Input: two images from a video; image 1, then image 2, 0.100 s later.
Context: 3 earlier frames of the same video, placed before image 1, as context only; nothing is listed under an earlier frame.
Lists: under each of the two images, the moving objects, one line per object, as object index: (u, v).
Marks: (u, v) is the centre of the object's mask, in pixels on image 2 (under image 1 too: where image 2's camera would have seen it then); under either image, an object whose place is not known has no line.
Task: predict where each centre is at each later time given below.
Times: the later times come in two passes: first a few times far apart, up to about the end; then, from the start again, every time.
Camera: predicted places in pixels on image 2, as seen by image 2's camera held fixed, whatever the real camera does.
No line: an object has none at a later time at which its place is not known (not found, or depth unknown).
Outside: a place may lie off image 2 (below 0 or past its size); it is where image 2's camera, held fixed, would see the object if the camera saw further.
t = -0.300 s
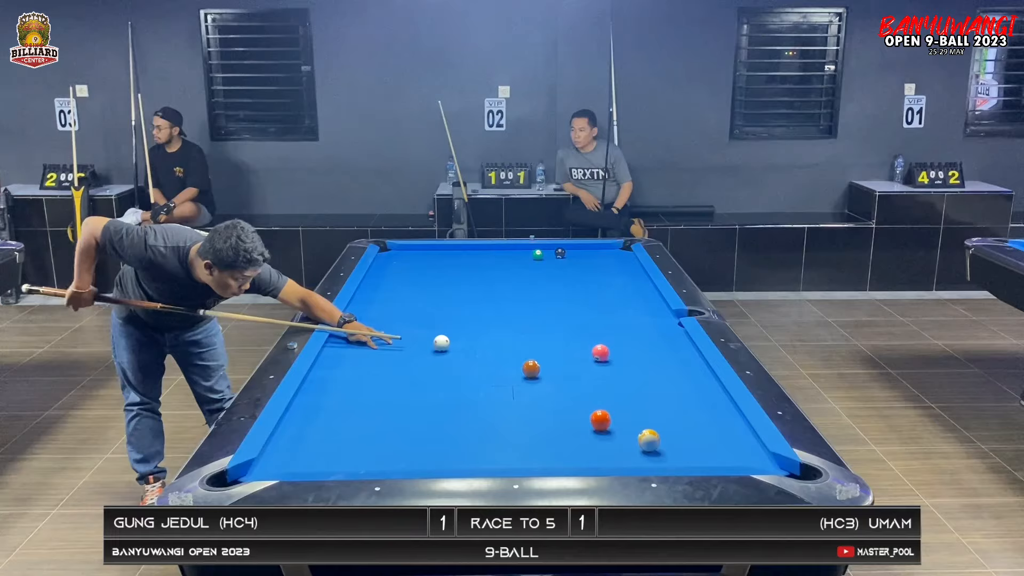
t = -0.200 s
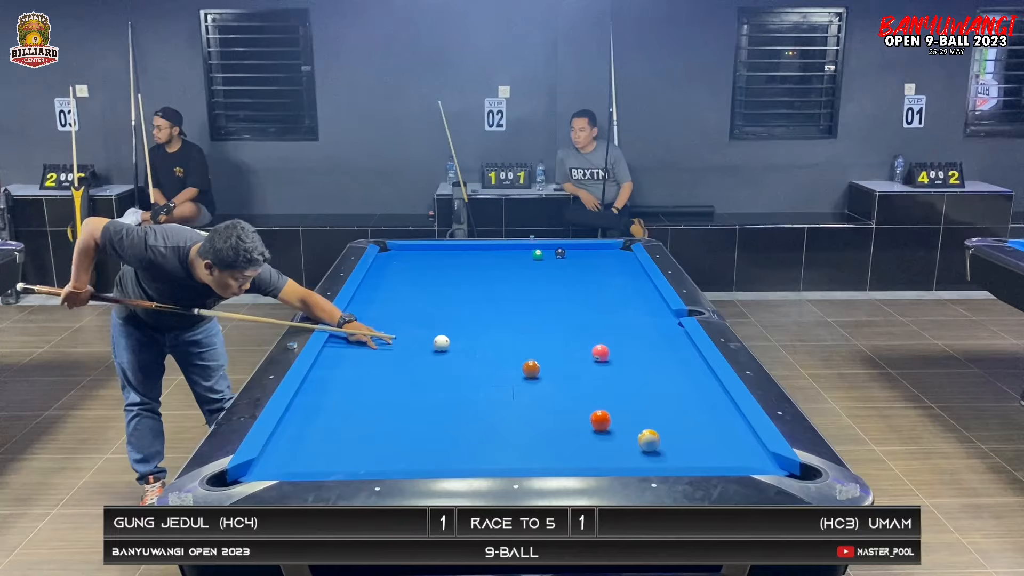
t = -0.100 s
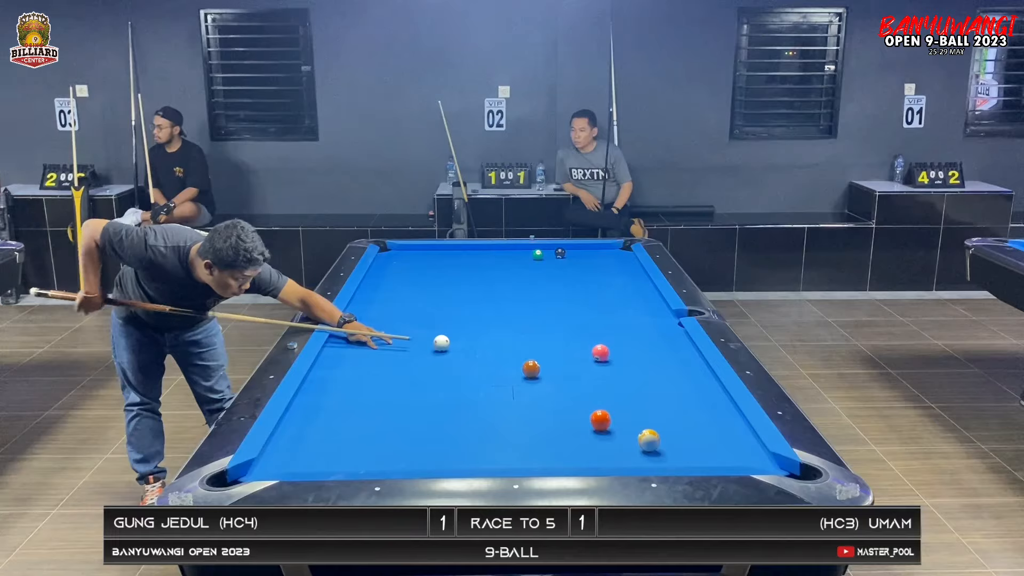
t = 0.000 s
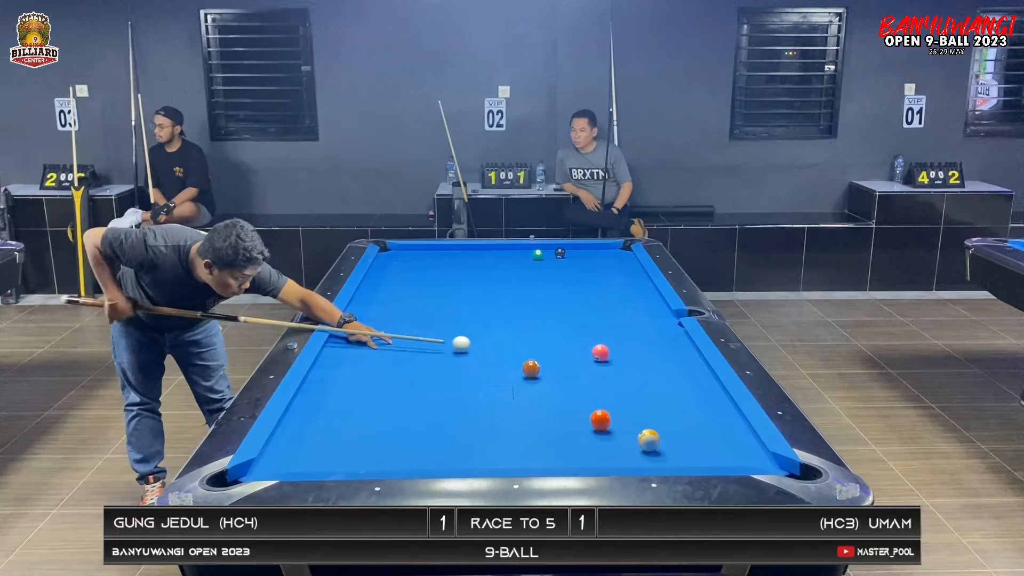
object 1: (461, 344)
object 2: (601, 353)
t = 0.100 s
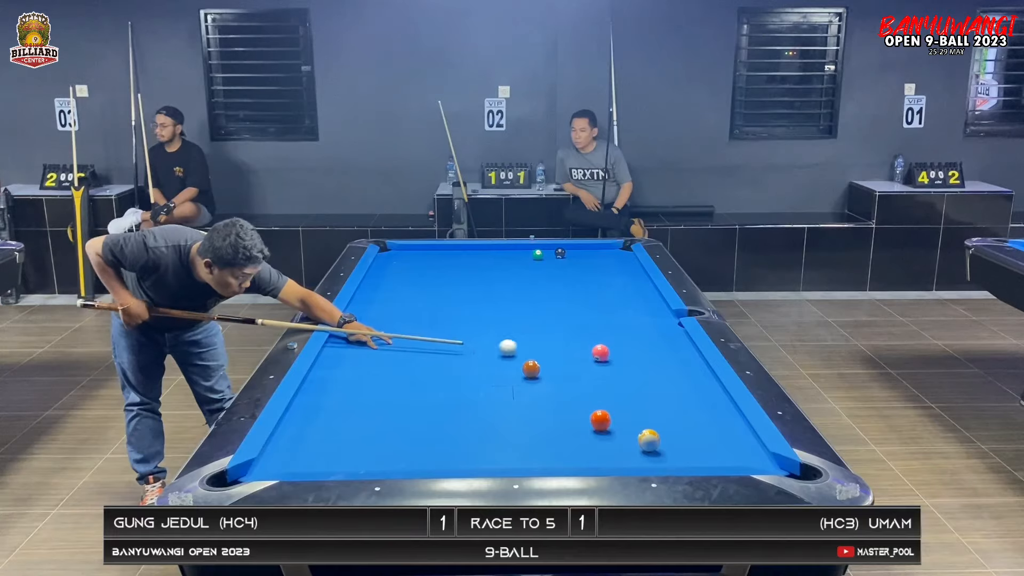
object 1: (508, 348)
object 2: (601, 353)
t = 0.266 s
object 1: (582, 353)
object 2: (601, 352)
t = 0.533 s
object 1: (612, 365)
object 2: (684, 350)
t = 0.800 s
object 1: (650, 378)
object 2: (655, 350)
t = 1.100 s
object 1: (693, 392)
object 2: (613, 350)
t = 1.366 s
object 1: (722, 404)
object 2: (577, 349)
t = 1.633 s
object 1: (709, 411)
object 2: (543, 349)
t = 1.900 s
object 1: (698, 419)
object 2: (510, 350)
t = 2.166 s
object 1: (687, 426)
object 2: (480, 350)
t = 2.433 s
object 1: (676, 432)
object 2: (450, 350)
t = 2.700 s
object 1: (668, 438)
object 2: (422, 351)
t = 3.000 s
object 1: (669, 441)
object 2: (393, 351)
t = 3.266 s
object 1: (670, 443)
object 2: (368, 351)
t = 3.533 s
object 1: (670, 443)
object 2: (344, 352)
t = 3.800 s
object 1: (670, 443)
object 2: (331, 352)
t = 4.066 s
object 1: (670, 443)
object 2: (343, 352)
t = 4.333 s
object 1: (670, 443)
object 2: (354, 352)
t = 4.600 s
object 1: (670, 443)
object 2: (362, 352)
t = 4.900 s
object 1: (670, 443)
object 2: (369, 352)
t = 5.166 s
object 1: (670, 443)
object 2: (374, 352)
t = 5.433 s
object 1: (670, 443)
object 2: (378, 353)
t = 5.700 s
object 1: (670, 443)
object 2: (379, 353)
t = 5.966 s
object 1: (670, 443)
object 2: (380, 353)
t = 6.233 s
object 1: (670, 443)
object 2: (380, 353)
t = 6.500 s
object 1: (670, 443)
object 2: (380, 353)
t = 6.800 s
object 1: (670, 443)
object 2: (380, 353)
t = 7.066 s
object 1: (670, 443)
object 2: (380, 353)
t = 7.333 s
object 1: (670, 443)
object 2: (380, 353)
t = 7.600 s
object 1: (670, 443)
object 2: (380, 353)
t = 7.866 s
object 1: (670, 443)
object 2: (380, 353)
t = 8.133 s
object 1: (670, 443)
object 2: (380, 353)
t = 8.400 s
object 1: (670, 443)
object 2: (380, 353)
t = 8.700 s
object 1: (670, 443)
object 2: (380, 353)
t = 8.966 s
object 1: (670, 443)
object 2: (380, 353)
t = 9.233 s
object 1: (670, 443)
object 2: (380, 353)
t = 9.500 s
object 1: (670, 443)
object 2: (380, 353)
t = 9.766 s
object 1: (670, 443)
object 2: (380, 353)
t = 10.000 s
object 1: (670, 443)
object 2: (380, 353)
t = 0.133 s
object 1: (522, 349)
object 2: (601, 353)
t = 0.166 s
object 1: (537, 350)
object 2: (601, 353)
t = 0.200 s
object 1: (552, 351)
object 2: (601, 353)
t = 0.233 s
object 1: (567, 352)
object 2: (601, 352)
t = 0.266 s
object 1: (582, 353)
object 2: (601, 352)
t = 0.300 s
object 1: (584, 355)
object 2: (612, 352)
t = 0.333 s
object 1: (587, 356)
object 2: (624, 352)
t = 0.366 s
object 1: (590, 358)
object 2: (636, 352)
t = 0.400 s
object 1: (593, 359)
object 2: (647, 351)
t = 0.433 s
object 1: (598, 361)
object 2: (657, 351)
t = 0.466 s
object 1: (603, 362)
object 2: (666, 351)
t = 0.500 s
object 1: (607, 364)
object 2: (675, 351)
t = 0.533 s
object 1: (612, 365)
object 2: (684, 350)
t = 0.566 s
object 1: (617, 367)
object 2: (691, 350)
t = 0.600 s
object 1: (621, 368)
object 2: (685, 350)
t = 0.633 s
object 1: (626, 370)
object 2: (680, 350)
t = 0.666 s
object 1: (630, 371)
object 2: (675, 350)
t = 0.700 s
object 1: (635, 373)
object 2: (670, 350)
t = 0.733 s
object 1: (640, 375)
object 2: (665, 350)
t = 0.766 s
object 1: (645, 376)
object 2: (660, 350)
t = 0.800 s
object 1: (650, 378)
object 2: (655, 350)
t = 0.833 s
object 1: (655, 379)
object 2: (650, 350)
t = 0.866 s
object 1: (659, 381)
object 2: (646, 350)
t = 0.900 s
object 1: (664, 382)
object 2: (641, 350)
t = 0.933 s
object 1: (669, 384)
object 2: (636, 350)
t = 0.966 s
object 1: (674, 386)
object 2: (631, 350)
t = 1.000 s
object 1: (679, 387)
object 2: (626, 350)
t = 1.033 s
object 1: (684, 389)
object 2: (622, 350)
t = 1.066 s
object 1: (688, 390)
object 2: (617, 350)
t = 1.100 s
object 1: (693, 392)
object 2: (613, 350)
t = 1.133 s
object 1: (698, 394)
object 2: (608, 350)
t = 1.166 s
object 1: (704, 395)
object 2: (603, 349)
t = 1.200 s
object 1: (709, 397)
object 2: (599, 350)
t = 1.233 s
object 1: (714, 398)
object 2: (595, 350)
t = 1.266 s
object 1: (719, 400)
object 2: (590, 349)
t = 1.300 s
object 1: (724, 402)
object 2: (586, 349)
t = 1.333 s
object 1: (723, 403)
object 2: (581, 349)
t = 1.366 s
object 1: (722, 404)
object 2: (577, 349)
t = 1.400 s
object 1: (720, 405)
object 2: (573, 349)
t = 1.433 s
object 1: (719, 406)
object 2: (569, 349)
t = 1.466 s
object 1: (717, 407)
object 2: (564, 349)
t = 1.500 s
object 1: (716, 408)
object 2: (560, 349)
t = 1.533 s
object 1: (714, 409)
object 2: (555, 349)
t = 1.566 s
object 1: (713, 409)
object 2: (551, 349)
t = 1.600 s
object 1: (711, 410)
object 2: (547, 349)
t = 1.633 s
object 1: (709, 411)
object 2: (543, 349)
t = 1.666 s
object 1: (708, 412)
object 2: (539, 349)
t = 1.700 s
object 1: (707, 414)
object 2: (535, 349)
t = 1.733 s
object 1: (705, 414)
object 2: (530, 349)
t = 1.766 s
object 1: (704, 415)
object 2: (527, 350)
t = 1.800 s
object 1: (702, 416)
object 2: (522, 349)
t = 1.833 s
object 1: (701, 417)
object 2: (518, 350)
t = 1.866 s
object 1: (699, 418)
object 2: (514, 350)
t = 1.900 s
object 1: (698, 419)
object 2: (510, 350)
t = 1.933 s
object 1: (696, 420)
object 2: (506, 350)
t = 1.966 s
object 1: (695, 421)
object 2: (503, 350)
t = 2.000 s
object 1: (694, 422)
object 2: (499, 350)
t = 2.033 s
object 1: (692, 422)
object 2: (495, 350)
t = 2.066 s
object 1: (691, 423)
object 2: (491, 350)
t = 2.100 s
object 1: (689, 424)
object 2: (487, 350)
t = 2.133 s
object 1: (688, 425)
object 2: (484, 350)
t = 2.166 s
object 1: (687, 426)
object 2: (480, 350)
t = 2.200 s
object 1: (686, 427)
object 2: (476, 350)
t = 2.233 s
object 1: (684, 428)
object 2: (472, 350)
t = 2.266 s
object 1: (683, 428)
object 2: (469, 350)
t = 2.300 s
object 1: (682, 429)
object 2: (465, 350)
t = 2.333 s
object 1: (680, 430)
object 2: (461, 350)
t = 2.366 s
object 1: (679, 431)
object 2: (458, 350)
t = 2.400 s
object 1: (678, 432)
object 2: (454, 350)
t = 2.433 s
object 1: (676, 432)
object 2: (450, 350)
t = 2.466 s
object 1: (675, 433)
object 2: (447, 350)
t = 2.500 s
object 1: (674, 434)
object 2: (443, 350)
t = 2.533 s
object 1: (672, 435)
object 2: (440, 351)
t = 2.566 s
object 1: (671, 436)
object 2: (436, 351)
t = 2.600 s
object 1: (669, 436)
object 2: (433, 351)
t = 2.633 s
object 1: (669, 437)
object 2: (429, 351)
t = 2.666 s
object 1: (668, 438)
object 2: (426, 351)
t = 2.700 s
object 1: (668, 438)
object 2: (422, 351)
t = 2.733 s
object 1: (668, 438)
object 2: (419, 351)
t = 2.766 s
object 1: (668, 439)
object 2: (415, 351)
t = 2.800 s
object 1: (668, 439)
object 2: (412, 351)
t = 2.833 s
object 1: (669, 440)
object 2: (409, 351)
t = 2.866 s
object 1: (669, 439)
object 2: (406, 351)
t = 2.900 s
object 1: (669, 440)
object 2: (402, 351)
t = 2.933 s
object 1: (669, 440)
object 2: (399, 351)
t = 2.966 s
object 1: (669, 441)
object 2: (396, 351)
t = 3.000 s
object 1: (669, 441)
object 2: (393, 351)
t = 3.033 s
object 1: (669, 441)
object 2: (389, 351)
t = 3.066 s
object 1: (669, 441)
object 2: (386, 351)
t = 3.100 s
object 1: (669, 442)
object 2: (383, 352)
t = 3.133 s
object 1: (669, 442)
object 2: (380, 352)
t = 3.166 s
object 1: (669, 442)
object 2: (377, 352)
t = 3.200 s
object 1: (669, 442)
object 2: (374, 352)
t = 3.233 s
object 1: (669, 442)
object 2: (371, 352)
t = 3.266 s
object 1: (670, 443)
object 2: (368, 351)
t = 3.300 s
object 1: (670, 442)
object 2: (365, 352)
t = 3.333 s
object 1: (669, 443)
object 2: (362, 352)
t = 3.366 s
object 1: (670, 443)
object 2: (359, 352)
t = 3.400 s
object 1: (670, 443)
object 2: (356, 352)
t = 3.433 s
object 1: (670, 443)
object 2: (353, 352)
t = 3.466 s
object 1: (670, 443)
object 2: (350, 352)
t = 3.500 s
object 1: (670, 443)
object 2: (347, 352)
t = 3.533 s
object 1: (670, 443)
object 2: (344, 352)
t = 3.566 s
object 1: (670, 443)
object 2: (341, 352)
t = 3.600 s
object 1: (670, 443)
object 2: (338, 352)
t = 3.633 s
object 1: (670, 443)
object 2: (336, 352)
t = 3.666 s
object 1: (670, 443)
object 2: (333, 352)
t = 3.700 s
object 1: (670, 443)
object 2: (330, 352)
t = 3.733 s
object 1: (670, 443)
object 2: (328, 352)
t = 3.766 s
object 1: (670, 443)
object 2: (329, 352)
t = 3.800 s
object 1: (670, 443)
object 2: (331, 352)
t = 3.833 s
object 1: (670, 443)
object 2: (333, 352)
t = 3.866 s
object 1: (670, 443)
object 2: (334, 352)
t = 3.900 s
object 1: (670, 443)
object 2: (336, 352)
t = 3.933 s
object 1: (670, 443)
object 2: (337, 352)
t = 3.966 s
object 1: (670, 443)
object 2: (339, 352)
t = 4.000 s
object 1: (670, 443)
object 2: (340, 352)
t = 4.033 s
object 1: (670, 443)
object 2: (342, 352)
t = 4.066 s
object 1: (670, 443)
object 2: (343, 352)
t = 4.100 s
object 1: (670, 443)
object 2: (345, 352)
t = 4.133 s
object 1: (670, 443)
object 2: (346, 352)
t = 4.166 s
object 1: (670, 443)
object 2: (347, 352)
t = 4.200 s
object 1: (670, 443)
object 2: (349, 352)
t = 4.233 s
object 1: (670, 443)
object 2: (350, 352)
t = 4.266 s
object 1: (670, 443)
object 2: (351, 352)
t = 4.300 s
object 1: (670, 443)
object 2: (352, 352)
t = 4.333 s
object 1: (670, 443)
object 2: (354, 352)
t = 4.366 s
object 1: (670, 443)
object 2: (354, 352)
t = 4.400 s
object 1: (670, 443)
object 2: (356, 352)
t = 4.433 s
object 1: (670, 443)
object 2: (357, 352)
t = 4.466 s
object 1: (670, 443)
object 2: (358, 352)
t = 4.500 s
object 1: (670, 443)
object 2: (359, 352)
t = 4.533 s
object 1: (670, 443)
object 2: (360, 352)
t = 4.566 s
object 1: (670, 443)
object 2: (361, 352)
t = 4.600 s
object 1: (670, 443)
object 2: (362, 352)
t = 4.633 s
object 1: (670, 443)
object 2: (363, 352)
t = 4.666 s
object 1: (670, 443)
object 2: (364, 352)
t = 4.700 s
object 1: (670, 443)
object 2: (364, 352)
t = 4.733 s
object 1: (670, 443)
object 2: (366, 352)
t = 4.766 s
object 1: (670, 443)
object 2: (366, 352)
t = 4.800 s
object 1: (670, 443)
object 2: (367, 352)
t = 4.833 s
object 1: (670, 443)
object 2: (368, 352)
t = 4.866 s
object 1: (670, 443)
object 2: (369, 352)
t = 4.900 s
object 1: (670, 443)
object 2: (369, 352)
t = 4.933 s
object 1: (670, 443)
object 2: (370, 352)
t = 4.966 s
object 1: (670, 443)
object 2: (371, 352)
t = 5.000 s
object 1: (670, 443)
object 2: (371, 352)
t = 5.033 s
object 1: (670, 443)
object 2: (372, 352)
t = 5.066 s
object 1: (670, 443)
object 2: (373, 352)
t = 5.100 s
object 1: (670, 443)
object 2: (373, 352)
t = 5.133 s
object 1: (670, 443)
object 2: (374, 352)
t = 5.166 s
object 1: (670, 443)
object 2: (374, 352)
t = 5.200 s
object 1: (670, 443)
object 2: (375, 353)
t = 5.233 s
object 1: (670, 443)
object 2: (375, 353)
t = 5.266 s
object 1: (670, 443)
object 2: (376, 353)
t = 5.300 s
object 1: (670, 443)
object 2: (377, 352)
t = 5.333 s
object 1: (670, 443)
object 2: (377, 353)
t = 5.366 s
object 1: (670, 443)
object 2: (377, 353)
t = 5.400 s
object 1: (670, 443)
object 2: (377, 353)
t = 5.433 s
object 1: (670, 443)
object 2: (378, 353)
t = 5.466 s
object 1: (670, 443)
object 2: (378, 353)
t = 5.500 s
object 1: (670, 443)
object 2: (378, 353)
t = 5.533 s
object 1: (670, 443)
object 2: (379, 353)
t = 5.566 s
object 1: (670, 443)
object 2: (379, 353)
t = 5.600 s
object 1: (670, 443)
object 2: (379, 353)
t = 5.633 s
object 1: (670, 443)
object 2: (379, 353)
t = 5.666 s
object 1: (670, 443)
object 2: (379, 353)
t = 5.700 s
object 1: (670, 443)
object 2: (379, 353)
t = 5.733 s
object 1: (670, 443)
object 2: (379, 353)
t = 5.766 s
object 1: (670, 443)
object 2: (380, 353)
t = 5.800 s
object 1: (670, 443)
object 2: (380, 353)
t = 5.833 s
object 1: (670, 443)
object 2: (380, 353)
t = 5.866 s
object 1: (670, 443)
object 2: (380, 353)
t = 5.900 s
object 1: (670, 443)
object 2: (380, 353)
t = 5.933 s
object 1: (670, 443)
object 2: (380, 353)
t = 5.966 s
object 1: (670, 443)
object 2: (380, 353)
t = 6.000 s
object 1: (670, 443)
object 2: (380, 353)
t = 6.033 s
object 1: (670, 443)
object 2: (380, 353)
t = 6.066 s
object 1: (670, 443)
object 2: (380, 353)
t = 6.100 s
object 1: (670, 443)
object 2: (380, 353)
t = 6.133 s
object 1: (670, 443)
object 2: (380, 353)
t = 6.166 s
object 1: (670, 443)
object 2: (380, 353)
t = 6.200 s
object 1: (670, 443)
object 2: (380, 353)
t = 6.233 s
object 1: (670, 443)
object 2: (380, 353)
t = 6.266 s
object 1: (670, 443)
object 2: (380, 353)
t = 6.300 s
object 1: (670, 443)
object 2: (380, 353)
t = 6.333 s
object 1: (670, 443)
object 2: (380, 353)
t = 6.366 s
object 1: (670, 443)
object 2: (380, 353)
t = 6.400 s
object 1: (670, 443)
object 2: (380, 353)
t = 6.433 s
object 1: (670, 443)
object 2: (380, 353)
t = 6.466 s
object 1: (670, 443)
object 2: (380, 353)
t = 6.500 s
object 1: (670, 443)
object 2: (380, 353)
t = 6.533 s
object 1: (670, 443)
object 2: (380, 353)
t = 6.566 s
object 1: (670, 443)
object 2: (380, 353)
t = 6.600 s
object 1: (670, 443)
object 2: (380, 353)
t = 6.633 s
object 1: (670, 443)
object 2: (380, 353)
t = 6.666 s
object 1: (670, 443)
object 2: (380, 353)
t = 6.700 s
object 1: (670, 443)
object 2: (380, 353)
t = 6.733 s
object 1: (670, 443)
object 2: (380, 353)
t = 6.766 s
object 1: (670, 443)
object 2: (380, 353)
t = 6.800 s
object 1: (670, 443)
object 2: (380, 353)
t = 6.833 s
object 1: (670, 443)
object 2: (380, 353)
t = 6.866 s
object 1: (670, 443)
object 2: (380, 353)
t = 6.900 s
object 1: (670, 443)
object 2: (380, 353)
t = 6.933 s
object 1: (670, 443)
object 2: (380, 353)
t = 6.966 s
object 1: (670, 443)
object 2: (380, 353)
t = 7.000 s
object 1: (670, 443)
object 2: (380, 353)
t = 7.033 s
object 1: (670, 443)
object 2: (380, 353)
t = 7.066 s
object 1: (670, 443)
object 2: (380, 353)
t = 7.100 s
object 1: (670, 443)
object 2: (380, 353)
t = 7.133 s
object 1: (670, 443)
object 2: (380, 353)
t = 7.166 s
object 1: (670, 443)
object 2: (380, 353)
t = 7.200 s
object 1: (670, 443)
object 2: (380, 353)
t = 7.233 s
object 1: (670, 443)
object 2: (380, 353)
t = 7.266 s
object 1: (670, 443)
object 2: (380, 353)
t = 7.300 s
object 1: (670, 443)
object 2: (380, 353)
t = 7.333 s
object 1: (670, 443)
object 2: (380, 353)
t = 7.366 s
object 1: (670, 443)
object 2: (380, 353)
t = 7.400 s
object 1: (670, 443)
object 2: (380, 353)
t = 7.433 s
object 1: (670, 443)
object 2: (380, 353)
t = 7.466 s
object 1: (670, 443)
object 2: (380, 353)
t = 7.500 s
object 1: (670, 443)
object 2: (380, 353)
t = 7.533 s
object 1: (670, 443)
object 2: (380, 353)
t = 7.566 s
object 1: (670, 443)
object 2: (380, 353)
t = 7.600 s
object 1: (670, 443)
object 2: (380, 353)
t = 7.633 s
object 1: (670, 443)
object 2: (380, 353)
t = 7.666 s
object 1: (670, 443)
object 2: (380, 353)
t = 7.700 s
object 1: (670, 443)
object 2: (380, 353)
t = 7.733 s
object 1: (670, 443)
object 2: (380, 353)
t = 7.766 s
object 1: (670, 443)
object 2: (380, 353)
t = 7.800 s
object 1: (670, 443)
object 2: (380, 353)
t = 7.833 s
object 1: (670, 443)
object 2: (380, 353)
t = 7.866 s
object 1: (670, 443)
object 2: (380, 353)
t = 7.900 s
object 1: (670, 443)
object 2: (380, 353)
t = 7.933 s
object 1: (670, 443)
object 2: (380, 353)
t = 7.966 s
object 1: (670, 443)
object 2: (380, 353)
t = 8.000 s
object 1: (670, 443)
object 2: (380, 353)
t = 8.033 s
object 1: (670, 443)
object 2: (380, 353)
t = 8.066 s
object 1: (670, 443)
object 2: (380, 353)
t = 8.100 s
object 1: (670, 443)
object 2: (380, 353)
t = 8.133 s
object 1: (670, 443)
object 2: (380, 353)
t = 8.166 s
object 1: (670, 443)
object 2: (380, 353)
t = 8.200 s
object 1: (670, 443)
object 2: (380, 353)
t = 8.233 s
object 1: (670, 443)
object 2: (380, 353)
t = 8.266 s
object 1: (670, 443)
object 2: (380, 353)
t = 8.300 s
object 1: (670, 443)
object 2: (380, 353)
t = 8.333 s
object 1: (670, 443)
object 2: (380, 353)
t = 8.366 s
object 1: (670, 443)
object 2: (380, 353)
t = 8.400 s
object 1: (670, 443)
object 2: (380, 353)
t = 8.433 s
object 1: (670, 443)
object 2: (380, 353)
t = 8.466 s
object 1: (670, 443)
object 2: (380, 353)
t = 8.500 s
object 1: (670, 443)
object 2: (380, 353)
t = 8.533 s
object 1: (670, 443)
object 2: (380, 353)
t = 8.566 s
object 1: (670, 443)
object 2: (380, 353)
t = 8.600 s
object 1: (670, 443)
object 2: (380, 353)
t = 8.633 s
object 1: (670, 443)
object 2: (380, 353)
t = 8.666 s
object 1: (670, 443)
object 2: (380, 353)
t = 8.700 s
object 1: (670, 443)
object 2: (380, 353)
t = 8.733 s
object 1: (670, 443)
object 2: (380, 353)
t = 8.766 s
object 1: (670, 443)
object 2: (380, 353)
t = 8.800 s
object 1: (670, 443)
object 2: (380, 353)
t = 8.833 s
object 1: (670, 443)
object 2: (380, 353)
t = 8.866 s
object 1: (670, 443)
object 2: (380, 353)
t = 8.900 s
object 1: (670, 443)
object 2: (380, 353)
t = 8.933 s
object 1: (670, 443)
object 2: (380, 353)
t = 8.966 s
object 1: (670, 443)
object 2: (380, 353)
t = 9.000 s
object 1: (670, 443)
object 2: (380, 353)
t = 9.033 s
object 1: (670, 443)
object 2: (380, 353)
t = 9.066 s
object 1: (670, 443)
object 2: (380, 353)
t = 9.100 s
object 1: (670, 443)
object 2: (380, 353)
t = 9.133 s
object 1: (670, 443)
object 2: (380, 353)
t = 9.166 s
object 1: (670, 443)
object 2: (380, 353)
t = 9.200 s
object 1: (670, 443)
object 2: (380, 353)
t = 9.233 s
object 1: (670, 443)
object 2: (380, 353)
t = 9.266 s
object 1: (670, 443)
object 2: (380, 353)
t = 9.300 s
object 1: (670, 443)
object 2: (380, 353)
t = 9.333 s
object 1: (670, 443)
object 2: (380, 353)
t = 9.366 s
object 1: (670, 443)
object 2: (380, 353)
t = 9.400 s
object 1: (670, 443)
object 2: (380, 353)
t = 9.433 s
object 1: (670, 443)
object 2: (380, 353)
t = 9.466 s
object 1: (670, 443)
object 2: (380, 353)
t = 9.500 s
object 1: (670, 443)
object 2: (380, 353)
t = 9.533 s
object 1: (670, 443)
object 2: (380, 353)
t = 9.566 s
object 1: (670, 443)
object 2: (380, 353)
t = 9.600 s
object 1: (670, 443)
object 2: (380, 353)
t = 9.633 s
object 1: (670, 443)
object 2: (380, 353)
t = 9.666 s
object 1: (670, 443)
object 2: (380, 353)
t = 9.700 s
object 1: (670, 443)
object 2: (380, 353)
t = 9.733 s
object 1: (670, 443)
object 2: (380, 353)
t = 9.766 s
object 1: (670, 443)
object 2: (380, 353)
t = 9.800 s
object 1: (670, 443)
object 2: (380, 353)
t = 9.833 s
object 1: (670, 443)
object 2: (380, 353)
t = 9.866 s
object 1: (670, 443)
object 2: (380, 353)
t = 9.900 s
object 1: (670, 443)
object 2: (380, 353)
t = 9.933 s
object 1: (670, 443)
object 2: (380, 353)
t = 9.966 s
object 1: (670, 443)
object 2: (380, 353)
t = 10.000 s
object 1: (670, 443)
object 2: (380, 353)
